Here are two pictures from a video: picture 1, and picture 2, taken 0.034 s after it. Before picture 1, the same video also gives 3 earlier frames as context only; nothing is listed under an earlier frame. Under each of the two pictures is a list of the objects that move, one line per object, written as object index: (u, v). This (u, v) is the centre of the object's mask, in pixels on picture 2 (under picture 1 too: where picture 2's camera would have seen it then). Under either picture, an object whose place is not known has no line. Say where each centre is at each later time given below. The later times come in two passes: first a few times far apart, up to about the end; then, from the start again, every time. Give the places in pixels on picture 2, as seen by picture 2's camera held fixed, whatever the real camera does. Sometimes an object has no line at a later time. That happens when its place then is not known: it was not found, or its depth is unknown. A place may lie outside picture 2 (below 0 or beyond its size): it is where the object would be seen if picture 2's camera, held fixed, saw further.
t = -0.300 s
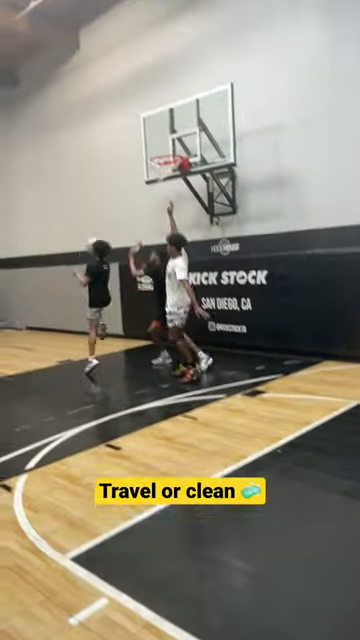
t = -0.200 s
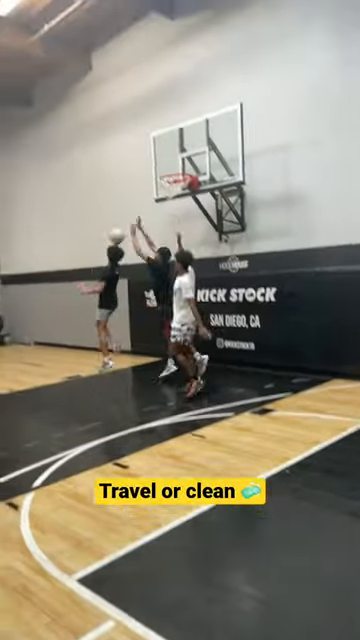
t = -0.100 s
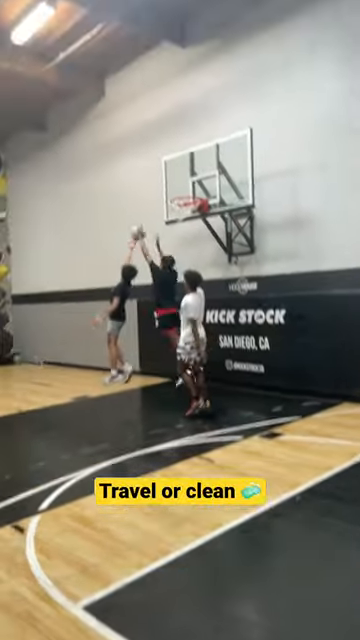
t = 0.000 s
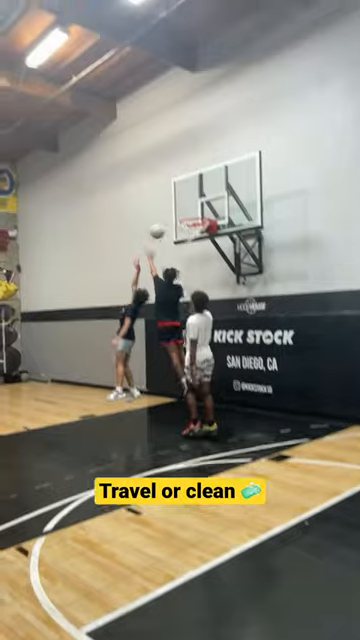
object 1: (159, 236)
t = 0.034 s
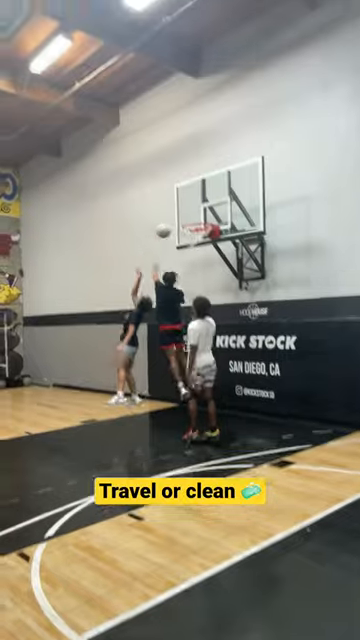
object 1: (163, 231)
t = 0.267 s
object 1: (188, 208)
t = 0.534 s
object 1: (200, 209)
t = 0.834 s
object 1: (188, 238)
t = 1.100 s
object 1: (197, 286)
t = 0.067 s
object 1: (166, 225)
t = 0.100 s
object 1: (169, 222)
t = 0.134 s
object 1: (173, 217)
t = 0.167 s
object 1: (177, 214)
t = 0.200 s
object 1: (180, 211)
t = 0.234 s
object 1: (184, 210)
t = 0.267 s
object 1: (188, 208)
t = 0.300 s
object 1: (192, 207)
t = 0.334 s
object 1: (195, 207)
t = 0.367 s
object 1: (195, 206)
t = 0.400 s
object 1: (196, 205)
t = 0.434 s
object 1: (197, 205)
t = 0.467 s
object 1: (197, 205)
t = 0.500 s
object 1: (198, 206)
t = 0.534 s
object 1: (200, 209)
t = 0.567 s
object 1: (201, 212)
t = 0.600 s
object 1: (203, 215)
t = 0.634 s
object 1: (204, 218)
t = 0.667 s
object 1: (201, 219)
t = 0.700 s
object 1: (196, 220)
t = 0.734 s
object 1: (191, 233)
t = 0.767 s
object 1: (189, 235)
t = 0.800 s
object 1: (189, 236)
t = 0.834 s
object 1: (188, 238)
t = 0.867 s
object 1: (191, 240)
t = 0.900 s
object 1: (191, 246)
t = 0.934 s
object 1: (192, 251)
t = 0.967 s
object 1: (193, 259)
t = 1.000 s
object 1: (194, 264)
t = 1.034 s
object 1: (195, 271)
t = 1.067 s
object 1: (196, 279)
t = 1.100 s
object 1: (197, 286)
